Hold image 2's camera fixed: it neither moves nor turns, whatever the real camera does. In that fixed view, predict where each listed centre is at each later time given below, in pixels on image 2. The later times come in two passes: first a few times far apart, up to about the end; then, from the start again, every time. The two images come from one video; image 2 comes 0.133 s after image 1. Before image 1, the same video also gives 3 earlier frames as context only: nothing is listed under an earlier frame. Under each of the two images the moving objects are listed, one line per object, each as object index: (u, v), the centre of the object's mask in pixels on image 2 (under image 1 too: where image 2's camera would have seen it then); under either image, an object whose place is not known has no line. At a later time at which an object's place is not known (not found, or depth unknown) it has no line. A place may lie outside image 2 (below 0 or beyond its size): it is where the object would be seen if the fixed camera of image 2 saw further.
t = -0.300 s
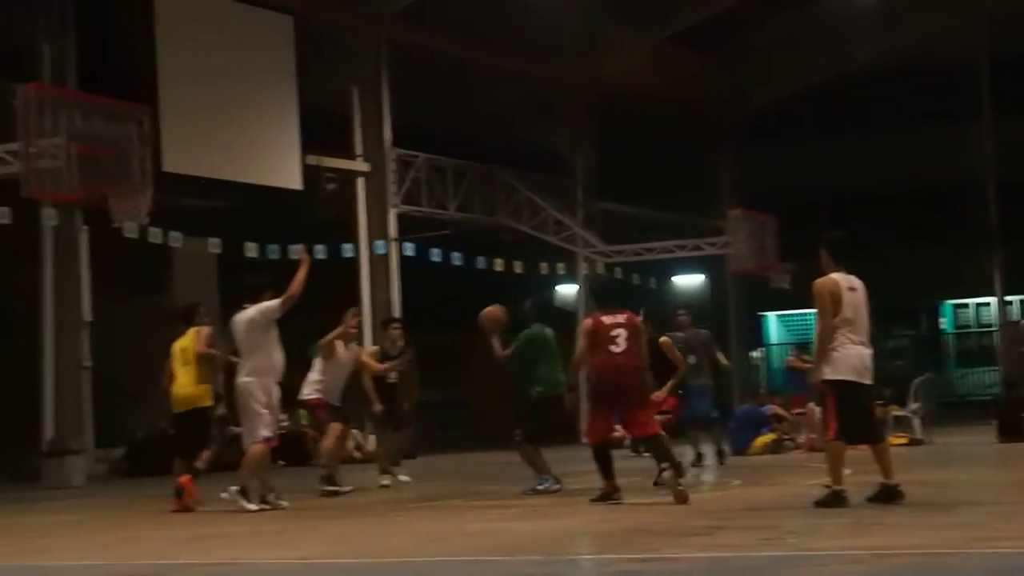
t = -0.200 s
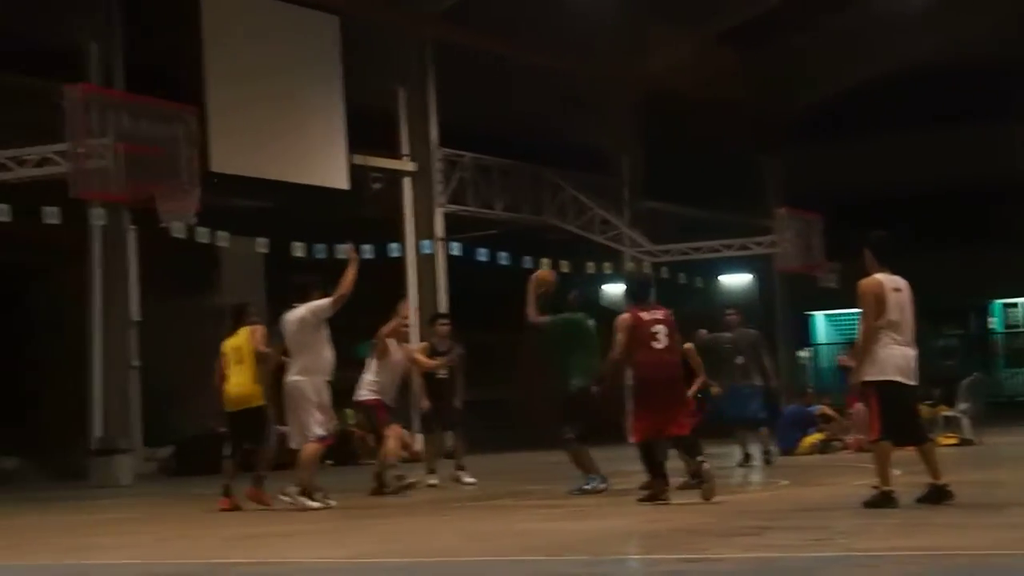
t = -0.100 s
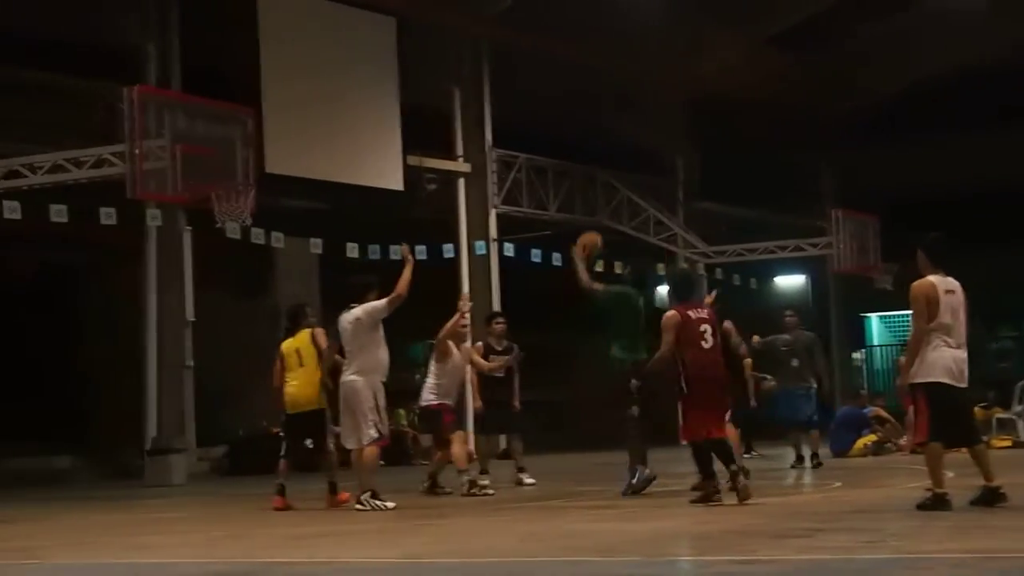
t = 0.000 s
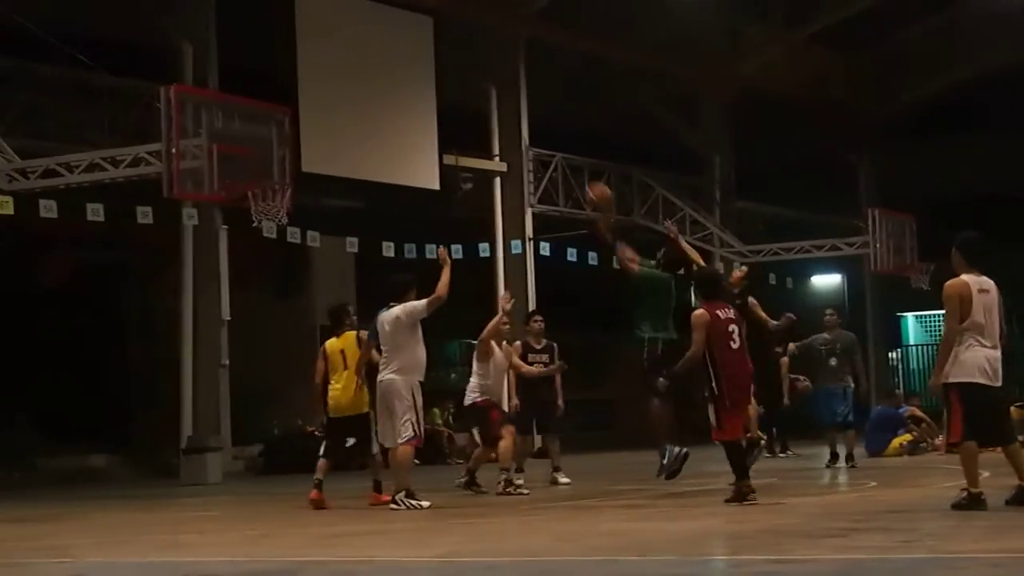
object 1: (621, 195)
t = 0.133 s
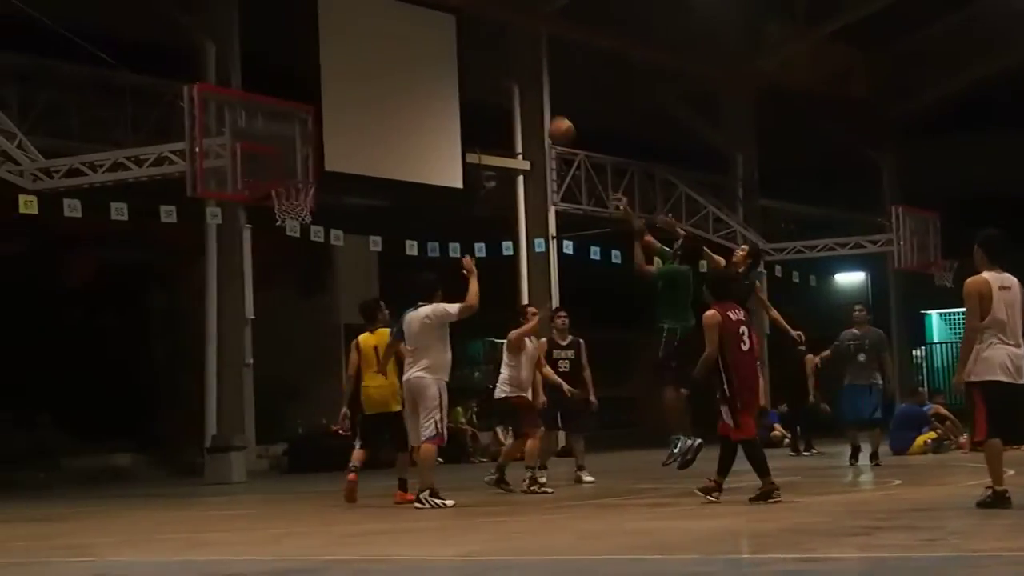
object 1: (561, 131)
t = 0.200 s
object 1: (532, 104)
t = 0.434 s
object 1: (437, 62)
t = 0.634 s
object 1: (363, 70)
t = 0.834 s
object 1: (293, 114)
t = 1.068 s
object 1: (284, 149)
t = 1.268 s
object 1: (338, 129)
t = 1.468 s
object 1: (395, 146)
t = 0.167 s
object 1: (546, 117)
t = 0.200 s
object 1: (532, 104)
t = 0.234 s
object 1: (518, 96)
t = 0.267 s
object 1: (504, 87)
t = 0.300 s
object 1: (490, 78)
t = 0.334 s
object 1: (477, 71)
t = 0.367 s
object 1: (464, 68)
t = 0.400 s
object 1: (451, 65)
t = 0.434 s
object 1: (437, 62)
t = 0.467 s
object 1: (424, 60)
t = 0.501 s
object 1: (411, 60)
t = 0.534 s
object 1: (399, 60)
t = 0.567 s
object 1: (388, 61)
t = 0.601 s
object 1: (375, 65)
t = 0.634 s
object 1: (363, 70)
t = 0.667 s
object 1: (352, 75)
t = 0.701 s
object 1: (339, 82)
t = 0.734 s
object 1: (327, 89)
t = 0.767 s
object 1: (314, 98)
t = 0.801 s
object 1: (305, 104)
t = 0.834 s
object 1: (293, 114)
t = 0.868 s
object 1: (282, 125)
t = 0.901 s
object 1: (272, 137)
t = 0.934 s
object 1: (263, 152)
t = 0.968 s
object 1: (261, 163)
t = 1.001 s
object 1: (270, 165)
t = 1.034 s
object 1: (279, 157)
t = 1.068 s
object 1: (284, 149)
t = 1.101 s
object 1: (294, 143)
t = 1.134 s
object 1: (303, 139)
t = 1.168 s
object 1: (312, 133)
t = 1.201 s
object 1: (322, 131)
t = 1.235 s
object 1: (330, 129)
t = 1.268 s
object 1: (338, 129)
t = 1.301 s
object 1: (348, 128)
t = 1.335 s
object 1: (357, 129)
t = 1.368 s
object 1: (367, 131)
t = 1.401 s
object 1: (376, 135)
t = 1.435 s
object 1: (386, 139)
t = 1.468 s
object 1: (395, 146)
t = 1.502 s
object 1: (405, 153)
